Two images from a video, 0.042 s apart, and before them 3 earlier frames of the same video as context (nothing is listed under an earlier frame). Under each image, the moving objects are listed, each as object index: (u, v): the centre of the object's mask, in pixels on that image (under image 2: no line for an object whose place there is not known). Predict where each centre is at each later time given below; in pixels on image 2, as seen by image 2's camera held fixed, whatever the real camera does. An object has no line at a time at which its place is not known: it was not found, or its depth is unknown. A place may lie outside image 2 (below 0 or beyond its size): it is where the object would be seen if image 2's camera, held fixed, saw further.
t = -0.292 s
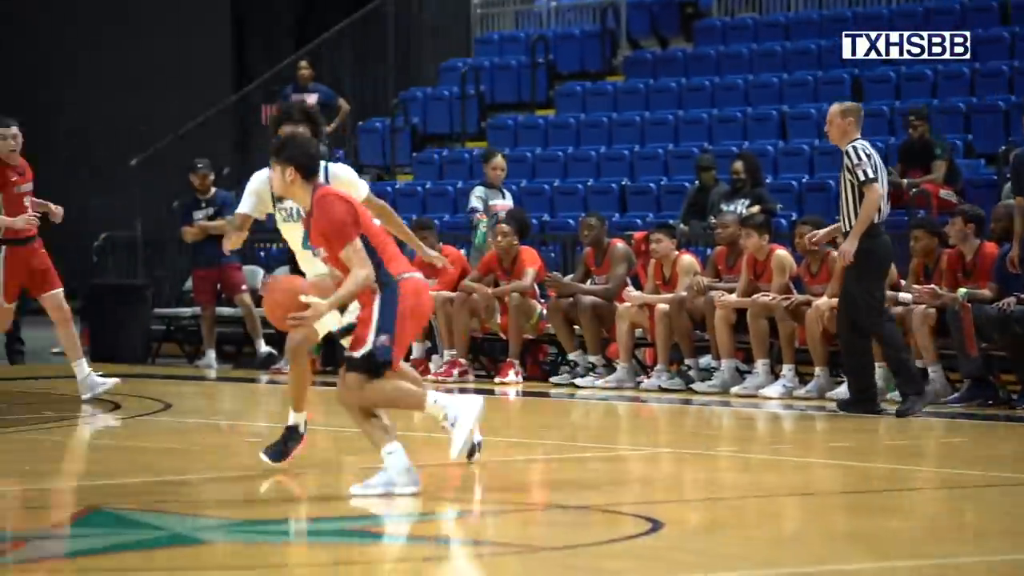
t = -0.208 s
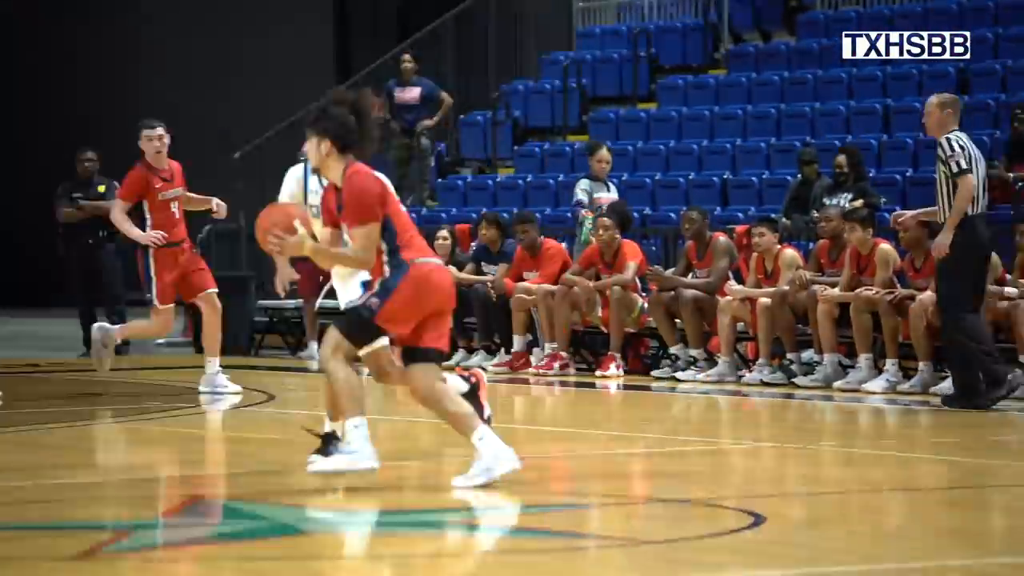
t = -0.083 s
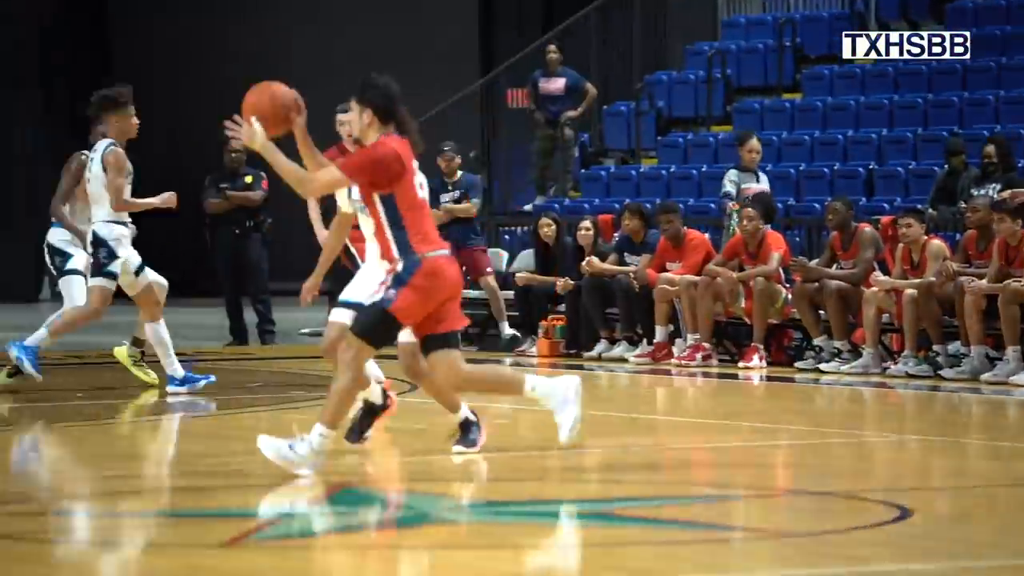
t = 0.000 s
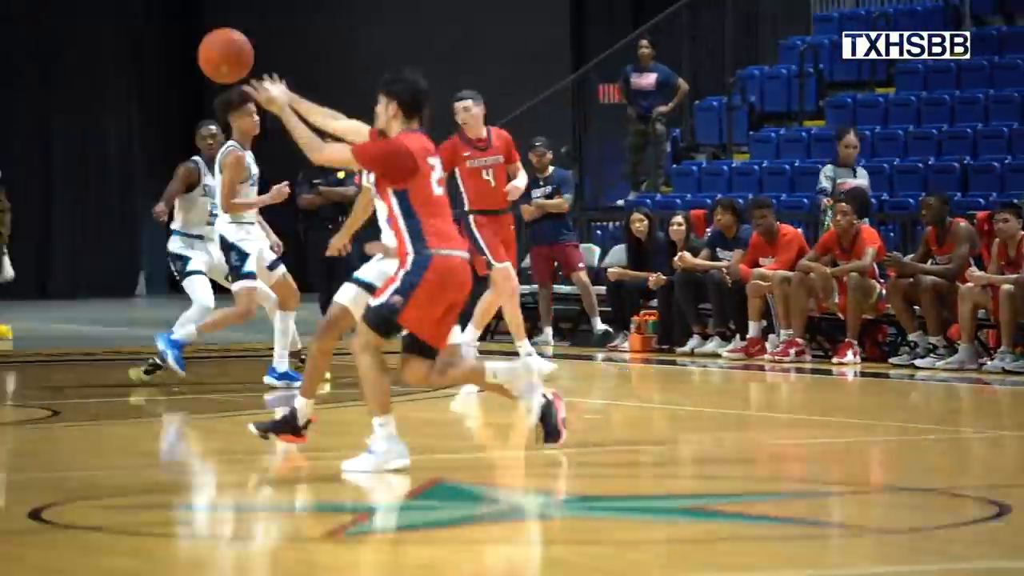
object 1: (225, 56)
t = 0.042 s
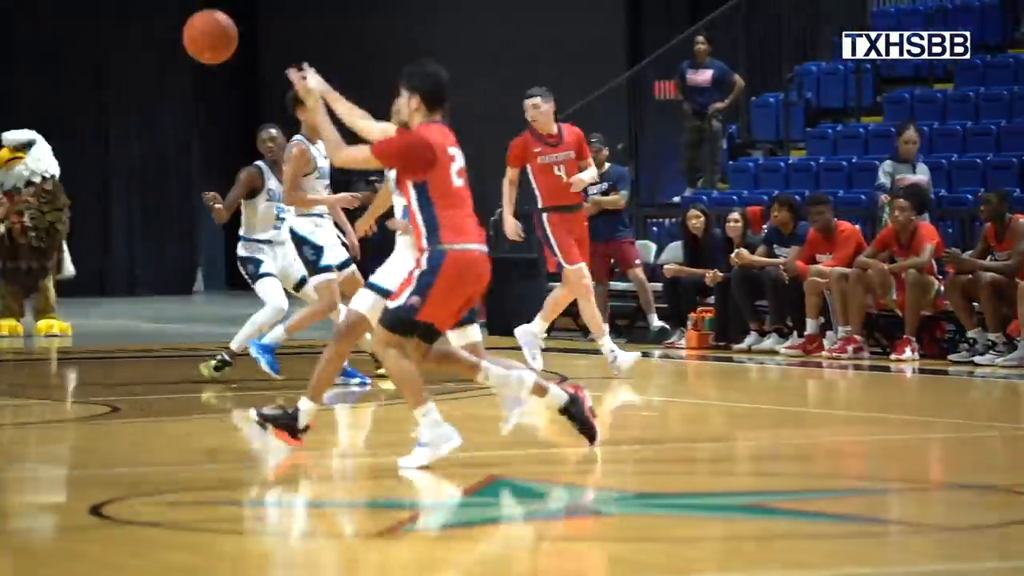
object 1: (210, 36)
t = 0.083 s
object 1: (141, 23)
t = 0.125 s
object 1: (72, 15)
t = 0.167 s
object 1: (4, 8)
